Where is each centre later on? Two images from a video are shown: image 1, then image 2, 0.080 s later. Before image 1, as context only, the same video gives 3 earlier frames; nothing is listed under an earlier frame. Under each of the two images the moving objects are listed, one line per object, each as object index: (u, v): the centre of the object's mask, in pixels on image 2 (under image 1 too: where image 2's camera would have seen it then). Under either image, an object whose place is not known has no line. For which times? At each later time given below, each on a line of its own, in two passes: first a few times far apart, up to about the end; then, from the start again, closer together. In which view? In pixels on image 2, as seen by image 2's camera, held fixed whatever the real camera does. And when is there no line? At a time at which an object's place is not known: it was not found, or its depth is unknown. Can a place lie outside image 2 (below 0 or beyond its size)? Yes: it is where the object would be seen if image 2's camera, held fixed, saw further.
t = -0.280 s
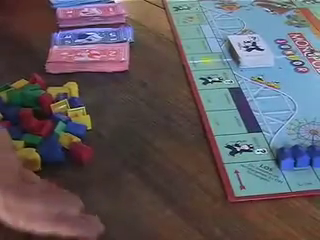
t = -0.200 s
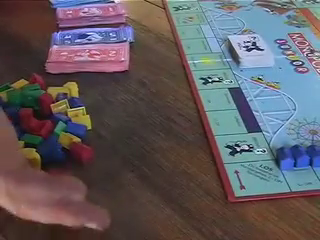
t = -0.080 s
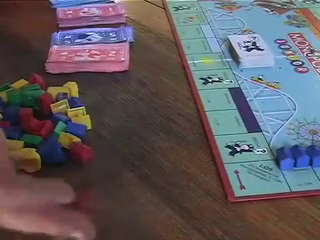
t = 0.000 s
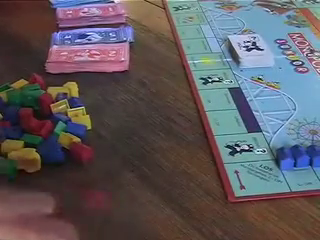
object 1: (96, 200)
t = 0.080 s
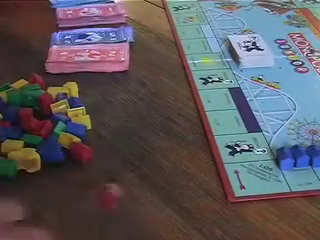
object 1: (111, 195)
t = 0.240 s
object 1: (124, 183)
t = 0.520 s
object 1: (127, 178)
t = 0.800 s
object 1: (128, 178)
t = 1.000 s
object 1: (128, 178)
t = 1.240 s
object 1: (128, 178)
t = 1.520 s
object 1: (127, 178)
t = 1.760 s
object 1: (127, 178)
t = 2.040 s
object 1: (127, 178)
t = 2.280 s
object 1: (127, 178)
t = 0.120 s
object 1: (115, 191)
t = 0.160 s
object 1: (119, 188)
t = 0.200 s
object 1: (122, 184)
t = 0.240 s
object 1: (124, 183)
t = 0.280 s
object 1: (125, 181)
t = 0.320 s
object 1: (127, 179)
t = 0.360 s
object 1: (127, 179)
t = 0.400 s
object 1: (127, 178)
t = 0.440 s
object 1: (127, 178)
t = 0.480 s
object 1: (127, 178)
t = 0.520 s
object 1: (127, 178)
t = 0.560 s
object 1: (127, 178)
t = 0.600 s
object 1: (127, 178)
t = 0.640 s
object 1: (127, 178)
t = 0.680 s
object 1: (127, 178)
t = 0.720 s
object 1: (127, 178)
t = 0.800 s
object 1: (128, 178)
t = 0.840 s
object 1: (128, 178)
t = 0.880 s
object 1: (128, 178)
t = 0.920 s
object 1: (128, 178)
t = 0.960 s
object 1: (128, 178)
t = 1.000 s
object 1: (128, 178)
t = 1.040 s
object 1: (127, 178)
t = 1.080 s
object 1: (128, 178)
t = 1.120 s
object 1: (127, 178)
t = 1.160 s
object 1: (128, 178)
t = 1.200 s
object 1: (127, 178)
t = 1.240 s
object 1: (128, 178)
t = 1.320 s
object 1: (127, 178)
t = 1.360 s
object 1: (127, 178)
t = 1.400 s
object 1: (127, 178)
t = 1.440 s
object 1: (127, 178)
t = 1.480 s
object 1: (127, 178)
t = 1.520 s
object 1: (127, 178)
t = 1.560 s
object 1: (127, 178)
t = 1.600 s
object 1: (127, 178)
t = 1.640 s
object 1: (127, 178)
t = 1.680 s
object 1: (127, 178)
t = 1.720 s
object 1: (127, 178)
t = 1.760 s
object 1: (127, 178)
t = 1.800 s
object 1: (127, 178)
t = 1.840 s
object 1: (127, 178)
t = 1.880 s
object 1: (127, 178)
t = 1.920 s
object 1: (127, 178)
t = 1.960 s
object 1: (127, 178)
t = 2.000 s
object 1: (127, 178)
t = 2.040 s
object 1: (127, 178)
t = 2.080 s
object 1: (128, 178)
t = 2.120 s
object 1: (127, 178)
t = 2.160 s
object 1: (127, 178)
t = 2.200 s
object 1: (128, 178)
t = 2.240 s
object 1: (127, 178)
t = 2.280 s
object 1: (127, 178)
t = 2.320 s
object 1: (128, 178)
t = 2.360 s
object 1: (128, 179)
